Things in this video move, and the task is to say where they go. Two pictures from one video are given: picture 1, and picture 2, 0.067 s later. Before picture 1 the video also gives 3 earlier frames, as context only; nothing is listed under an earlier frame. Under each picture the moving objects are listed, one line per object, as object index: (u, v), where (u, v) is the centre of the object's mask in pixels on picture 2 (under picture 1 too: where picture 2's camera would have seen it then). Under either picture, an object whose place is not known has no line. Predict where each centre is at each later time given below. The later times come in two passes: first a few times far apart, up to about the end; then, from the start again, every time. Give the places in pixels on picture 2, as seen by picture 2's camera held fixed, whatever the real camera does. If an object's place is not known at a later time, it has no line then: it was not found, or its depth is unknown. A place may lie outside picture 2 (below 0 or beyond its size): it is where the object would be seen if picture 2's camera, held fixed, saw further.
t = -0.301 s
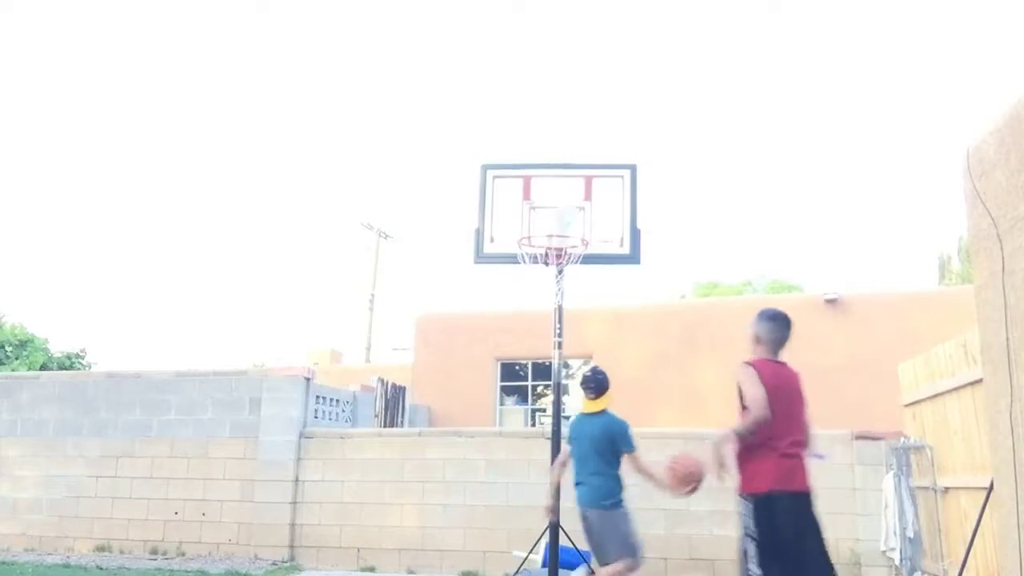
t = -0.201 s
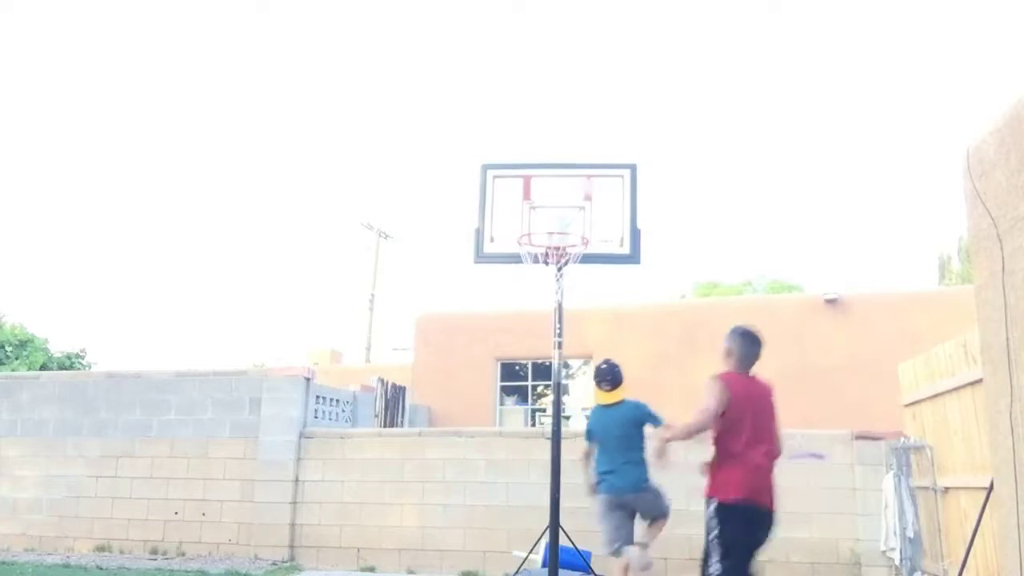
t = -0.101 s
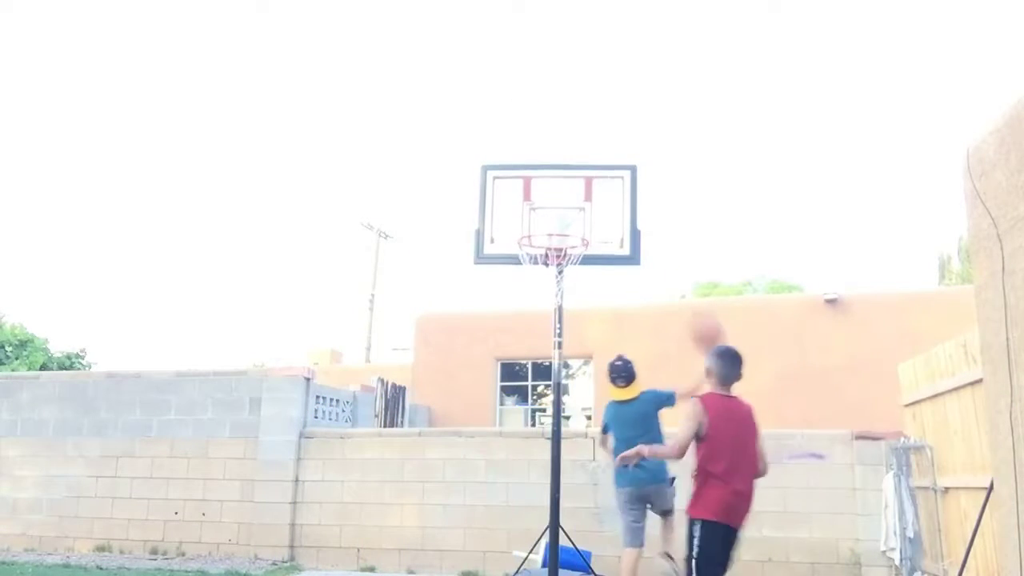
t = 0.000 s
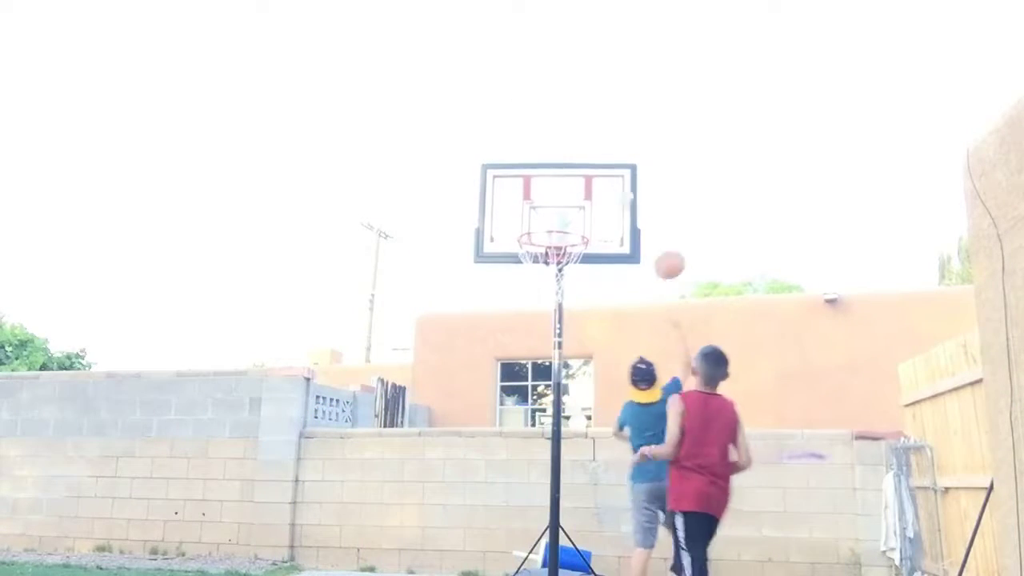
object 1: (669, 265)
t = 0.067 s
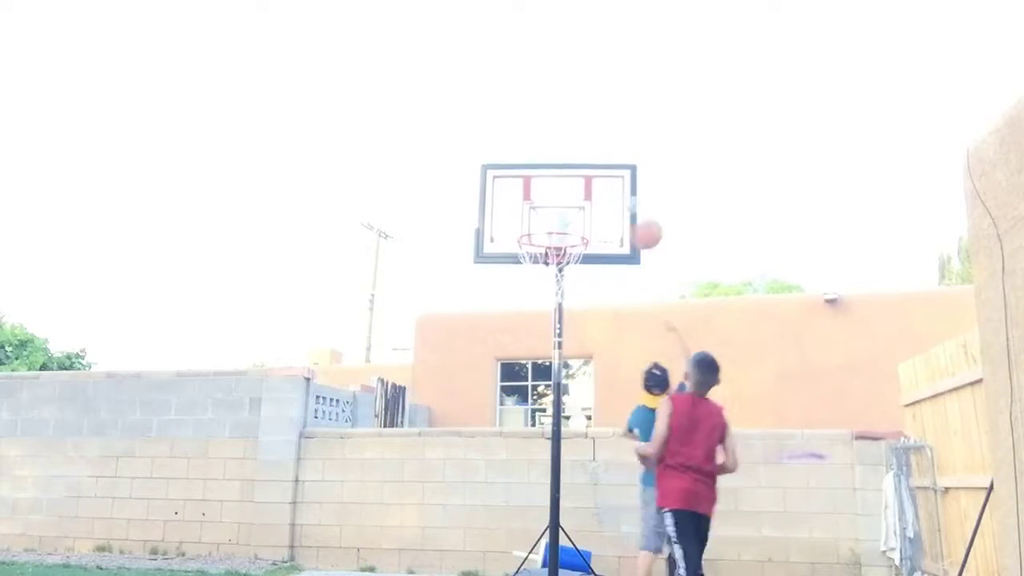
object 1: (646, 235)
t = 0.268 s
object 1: (589, 188)
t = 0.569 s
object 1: (528, 199)
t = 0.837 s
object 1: (477, 241)
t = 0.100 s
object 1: (636, 222)
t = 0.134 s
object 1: (628, 213)
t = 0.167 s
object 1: (620, 204)
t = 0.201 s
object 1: (608, 197)
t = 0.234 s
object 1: (597, 191)
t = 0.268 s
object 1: (589, 188)
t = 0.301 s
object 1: (581, 187)
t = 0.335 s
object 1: (576, 187)
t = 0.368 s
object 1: (564, 187)
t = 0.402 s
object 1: (556, 187)
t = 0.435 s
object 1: (551, 186)
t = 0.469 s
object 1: (545, 187)
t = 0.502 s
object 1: (539, 189)
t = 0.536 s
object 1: (534, 193)
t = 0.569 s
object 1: (528, 199)
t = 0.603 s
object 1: (523, 206)
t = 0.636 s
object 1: (517, 215)
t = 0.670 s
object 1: (511, 225)
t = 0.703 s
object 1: (503, 228)
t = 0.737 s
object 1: (496, 229)
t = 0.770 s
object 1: (490, 232)
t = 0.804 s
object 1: (483, 236)
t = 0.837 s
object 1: (477, 241)
